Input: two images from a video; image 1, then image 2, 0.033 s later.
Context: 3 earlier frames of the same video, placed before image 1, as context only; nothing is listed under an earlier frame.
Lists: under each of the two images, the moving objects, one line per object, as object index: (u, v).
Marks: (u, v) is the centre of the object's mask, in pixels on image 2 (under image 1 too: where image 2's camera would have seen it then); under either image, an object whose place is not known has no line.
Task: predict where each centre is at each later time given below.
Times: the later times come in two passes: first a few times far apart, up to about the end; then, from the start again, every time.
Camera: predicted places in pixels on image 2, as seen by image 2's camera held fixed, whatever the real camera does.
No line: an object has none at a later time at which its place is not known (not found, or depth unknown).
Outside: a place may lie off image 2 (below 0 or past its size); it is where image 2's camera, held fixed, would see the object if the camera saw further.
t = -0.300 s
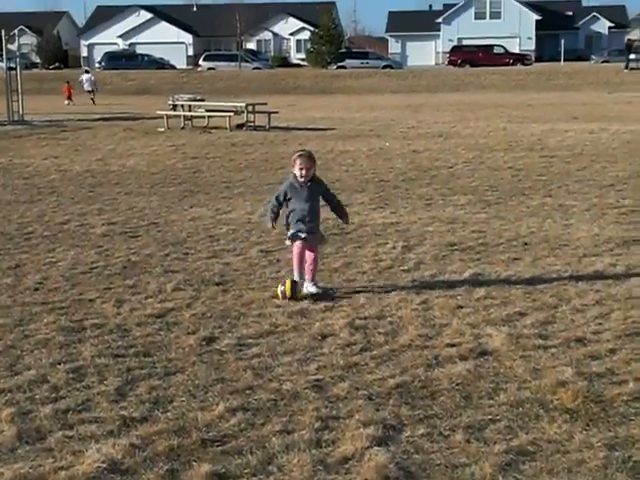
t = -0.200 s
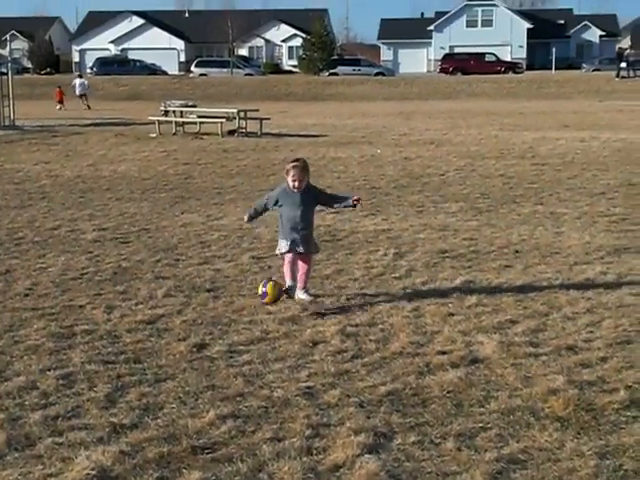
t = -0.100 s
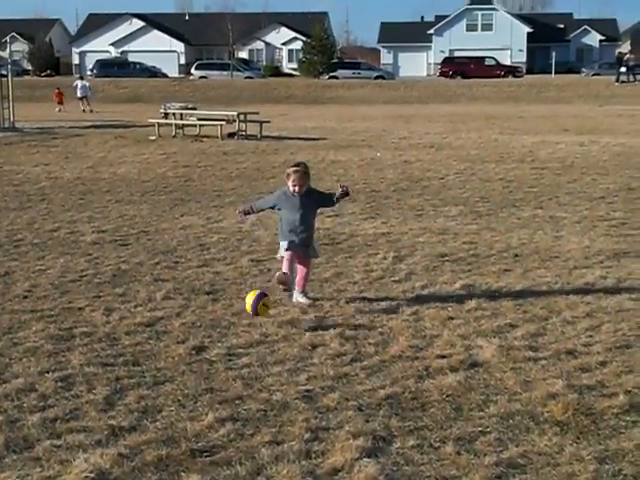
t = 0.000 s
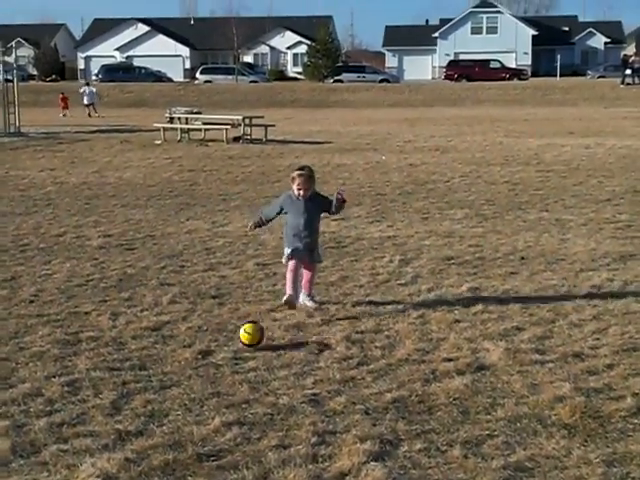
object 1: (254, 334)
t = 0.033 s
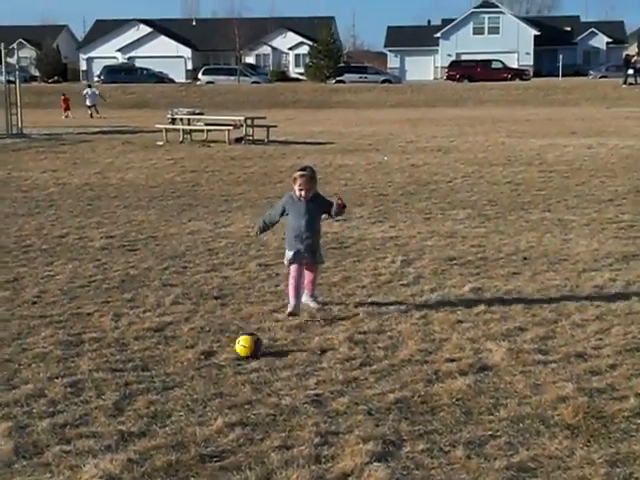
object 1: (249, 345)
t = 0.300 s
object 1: (219, 359)
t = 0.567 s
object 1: (195, 373)
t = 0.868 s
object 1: (157, 387)
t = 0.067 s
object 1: (245, 342)
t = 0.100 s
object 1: (241, 339)
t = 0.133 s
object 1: (238, 339)
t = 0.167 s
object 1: (234, 340)
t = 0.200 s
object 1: (231, 344)
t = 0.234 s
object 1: (228, 350)
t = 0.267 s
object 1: (224, 358)
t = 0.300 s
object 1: (219, 359)
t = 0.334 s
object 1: (215, 359)
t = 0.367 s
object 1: (212, 361)
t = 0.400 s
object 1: (210, 364)
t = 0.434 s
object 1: (205, 366)
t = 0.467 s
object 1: (202, 369)
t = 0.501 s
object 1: (201, 370)
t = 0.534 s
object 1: (197, 372)
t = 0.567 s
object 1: (195, 373)
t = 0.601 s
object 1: (183, 378)
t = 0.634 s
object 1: (179, 379)
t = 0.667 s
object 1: (175, 380)
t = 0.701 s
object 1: (171, 384)
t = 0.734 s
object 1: (167, 385)
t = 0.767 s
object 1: (165, 386)
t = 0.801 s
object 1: (163, 385)
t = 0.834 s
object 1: (159, 385)
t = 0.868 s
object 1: (157, 387)
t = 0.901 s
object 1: (154, 392)
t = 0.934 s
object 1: (151, 393)
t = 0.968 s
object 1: (149, 395)
